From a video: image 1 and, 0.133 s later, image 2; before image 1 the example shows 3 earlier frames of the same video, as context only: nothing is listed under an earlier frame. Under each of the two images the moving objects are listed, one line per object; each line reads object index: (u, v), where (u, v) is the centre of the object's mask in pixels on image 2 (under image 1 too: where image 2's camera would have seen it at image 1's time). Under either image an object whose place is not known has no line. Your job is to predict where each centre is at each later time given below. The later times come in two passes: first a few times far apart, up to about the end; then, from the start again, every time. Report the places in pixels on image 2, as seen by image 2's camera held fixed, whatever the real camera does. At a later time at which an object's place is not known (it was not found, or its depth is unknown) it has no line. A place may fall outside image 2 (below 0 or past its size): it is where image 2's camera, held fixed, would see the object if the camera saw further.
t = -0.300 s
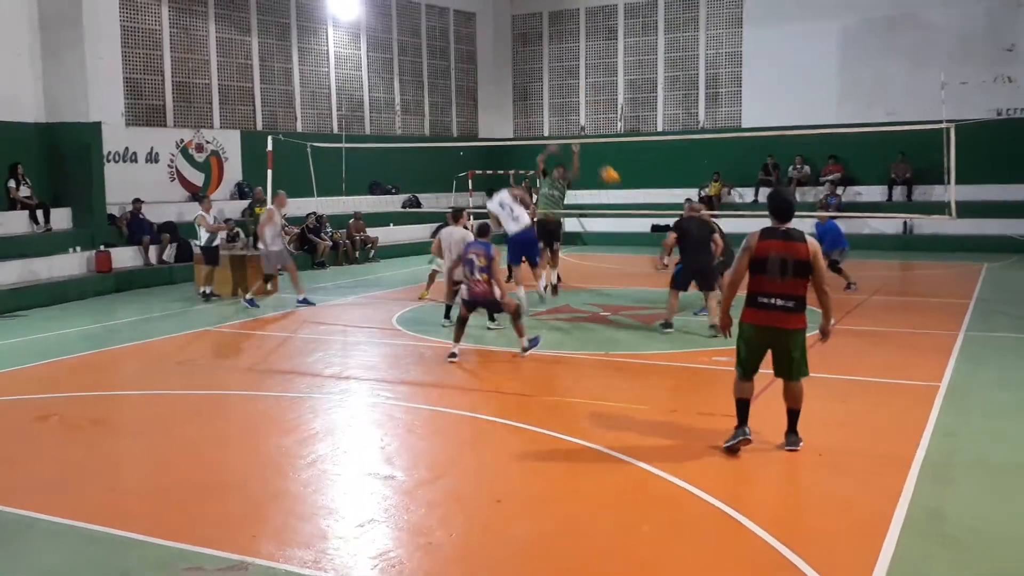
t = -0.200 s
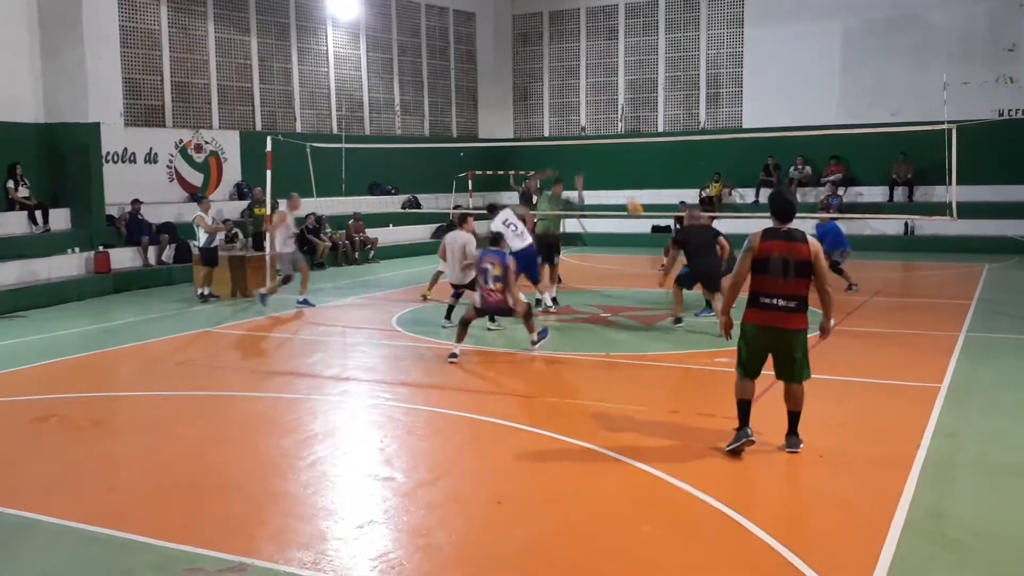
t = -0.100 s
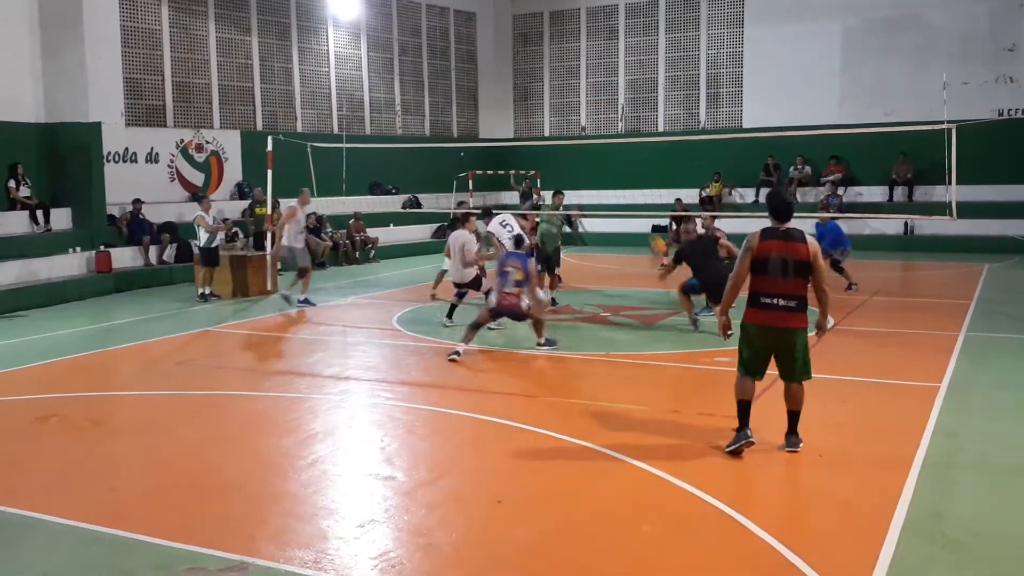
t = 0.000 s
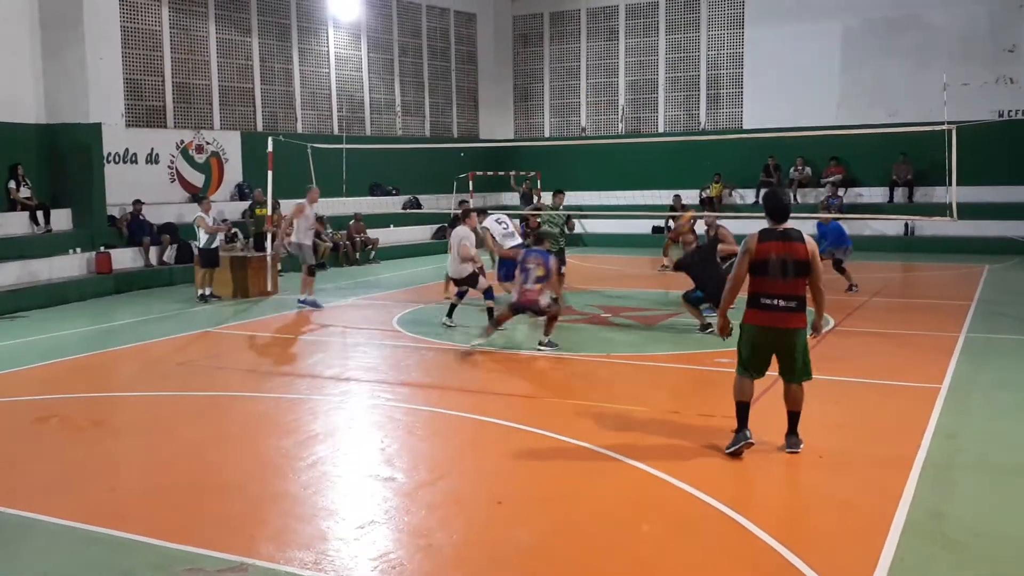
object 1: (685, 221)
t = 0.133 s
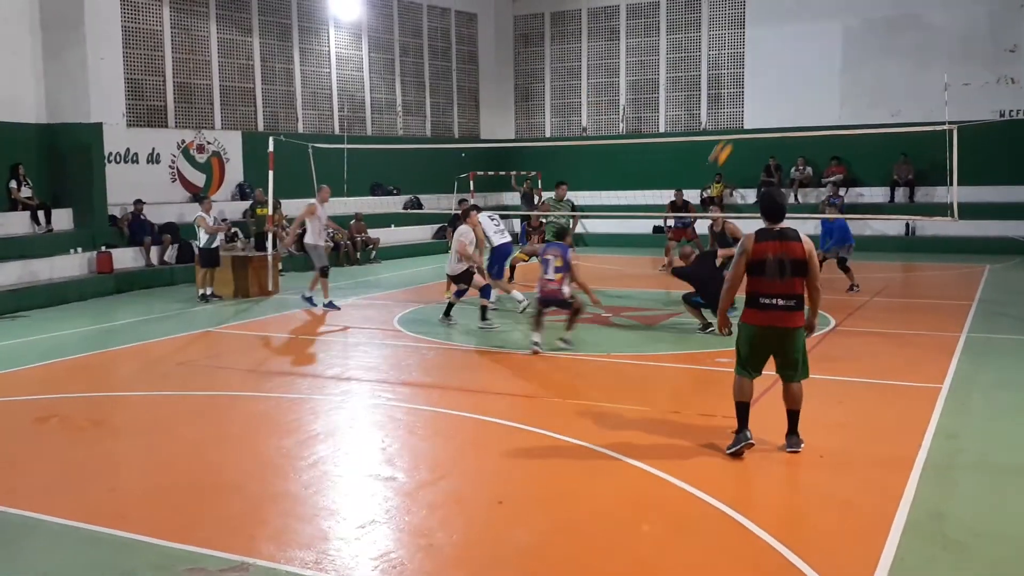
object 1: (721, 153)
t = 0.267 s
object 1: (759, 99)
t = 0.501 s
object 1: (824, 33)
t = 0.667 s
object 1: (872, 14)
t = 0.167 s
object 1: (730, 140)
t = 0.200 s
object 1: (739, 127)
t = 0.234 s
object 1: (749, 112)
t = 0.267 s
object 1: (759, 99)
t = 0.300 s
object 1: (767, 87)
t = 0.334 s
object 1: (777, 77)
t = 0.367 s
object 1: (785, 66)
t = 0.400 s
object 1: (795, 56)
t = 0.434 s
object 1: (805, 48)
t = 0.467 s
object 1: (814, 42)
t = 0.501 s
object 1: (824, 33)
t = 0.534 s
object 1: (834, 28)
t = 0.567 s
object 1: (844, 23)
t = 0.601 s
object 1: (853, 19)
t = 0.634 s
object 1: (863, 16)
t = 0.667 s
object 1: (872, 14)
